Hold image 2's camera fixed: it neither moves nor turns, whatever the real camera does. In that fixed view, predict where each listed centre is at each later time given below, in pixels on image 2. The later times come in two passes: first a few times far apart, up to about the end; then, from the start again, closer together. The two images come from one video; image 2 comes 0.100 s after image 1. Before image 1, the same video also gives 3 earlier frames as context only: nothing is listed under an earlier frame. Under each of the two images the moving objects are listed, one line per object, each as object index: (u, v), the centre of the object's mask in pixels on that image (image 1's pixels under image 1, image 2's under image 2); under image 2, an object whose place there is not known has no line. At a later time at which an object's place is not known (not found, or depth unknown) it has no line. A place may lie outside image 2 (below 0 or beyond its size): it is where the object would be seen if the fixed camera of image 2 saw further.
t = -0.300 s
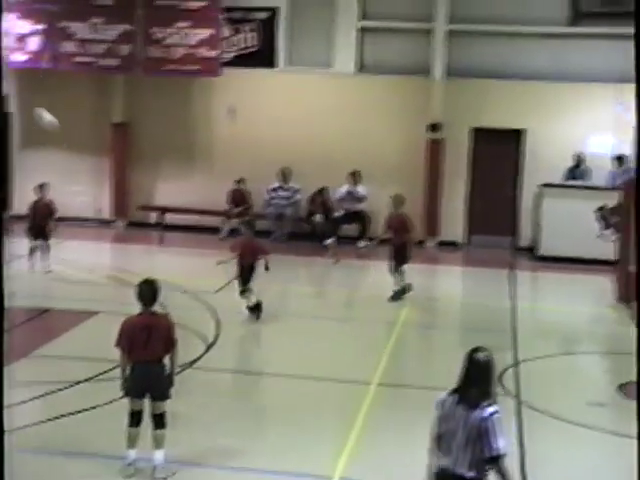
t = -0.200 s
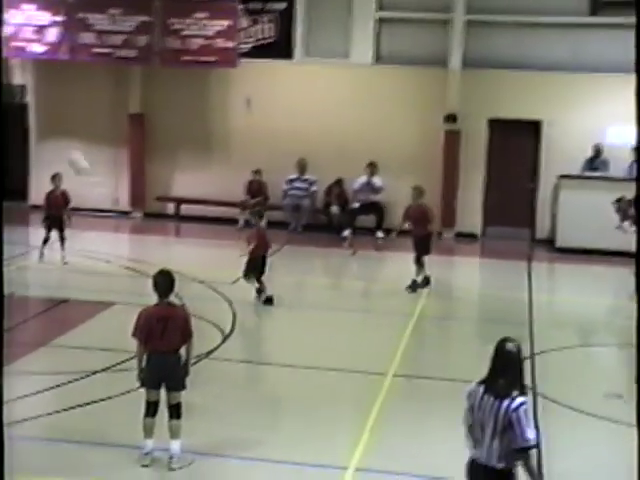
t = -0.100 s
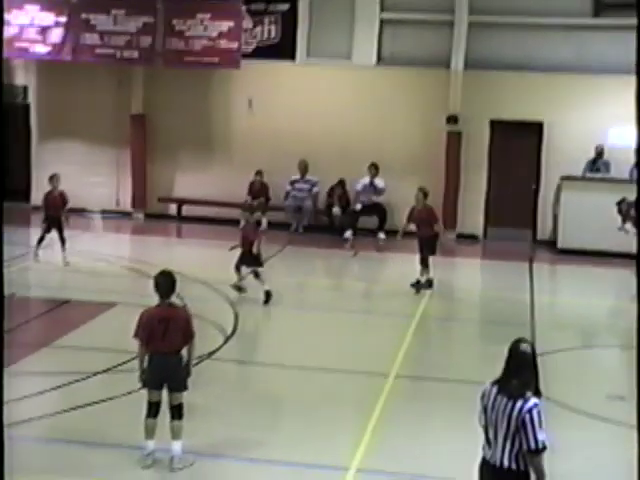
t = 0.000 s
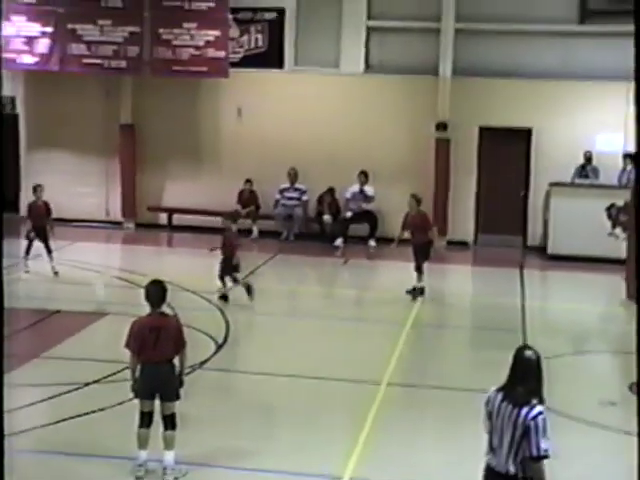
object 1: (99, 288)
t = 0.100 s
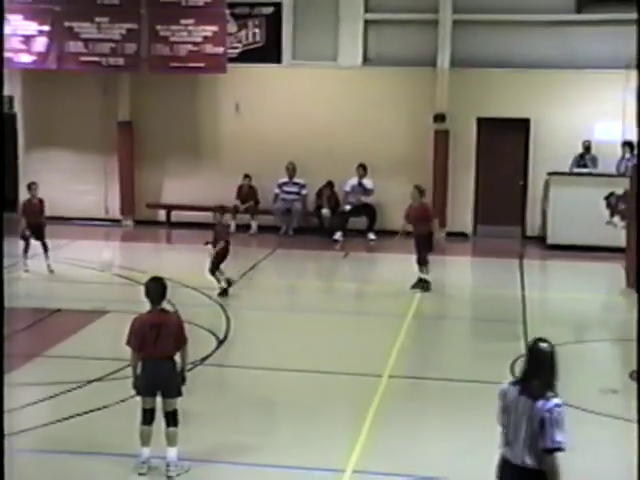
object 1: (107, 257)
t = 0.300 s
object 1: (118, 186)
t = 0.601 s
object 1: (134, 136)
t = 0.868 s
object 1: (148, 147)
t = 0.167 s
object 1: (111, 228)
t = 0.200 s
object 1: (113, 217)
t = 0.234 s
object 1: (115, 204)
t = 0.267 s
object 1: (118, 193)
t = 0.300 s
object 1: (118, 186)
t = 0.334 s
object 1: (120, 177)
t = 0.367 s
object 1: (122, 168)
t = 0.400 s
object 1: (124, 161)
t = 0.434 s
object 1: (126, 155)
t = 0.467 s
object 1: (127, 149)
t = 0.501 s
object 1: (129, 145)
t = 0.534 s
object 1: (131, 141)
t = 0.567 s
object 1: (131, 138)
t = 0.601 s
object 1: (134, 136)
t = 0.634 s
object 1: (136, 135)
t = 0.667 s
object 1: (138, 134)
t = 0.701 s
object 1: (140, 134)
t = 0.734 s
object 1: (142, 135)
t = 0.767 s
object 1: (143, 137)
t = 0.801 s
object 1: (145, 139)
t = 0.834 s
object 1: (146, 142)
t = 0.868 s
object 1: (148, 147)
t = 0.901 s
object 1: (150, 151)
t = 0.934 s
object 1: (152, 157)
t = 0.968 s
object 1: (153, 161)
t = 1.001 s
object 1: (155, 168)
